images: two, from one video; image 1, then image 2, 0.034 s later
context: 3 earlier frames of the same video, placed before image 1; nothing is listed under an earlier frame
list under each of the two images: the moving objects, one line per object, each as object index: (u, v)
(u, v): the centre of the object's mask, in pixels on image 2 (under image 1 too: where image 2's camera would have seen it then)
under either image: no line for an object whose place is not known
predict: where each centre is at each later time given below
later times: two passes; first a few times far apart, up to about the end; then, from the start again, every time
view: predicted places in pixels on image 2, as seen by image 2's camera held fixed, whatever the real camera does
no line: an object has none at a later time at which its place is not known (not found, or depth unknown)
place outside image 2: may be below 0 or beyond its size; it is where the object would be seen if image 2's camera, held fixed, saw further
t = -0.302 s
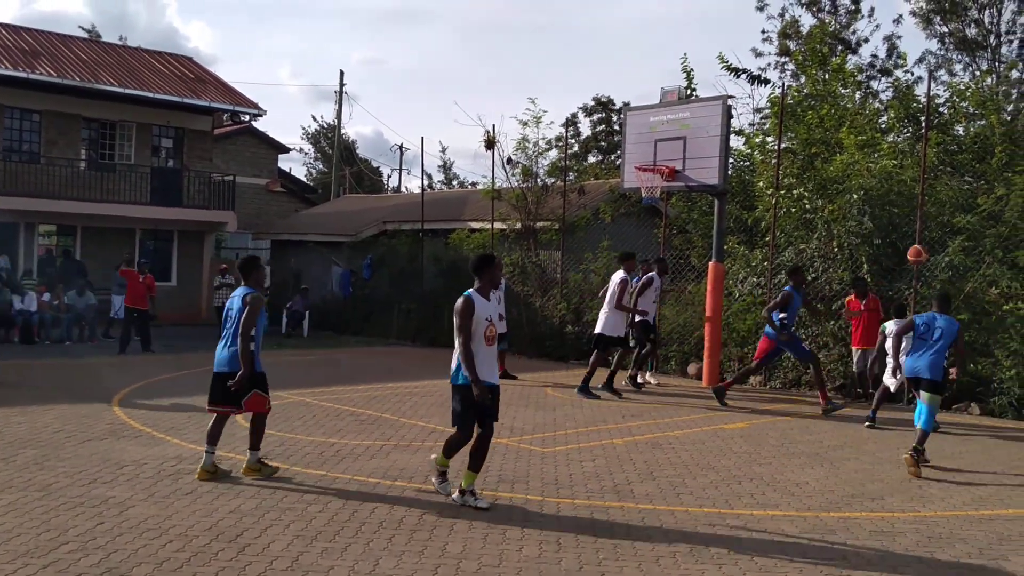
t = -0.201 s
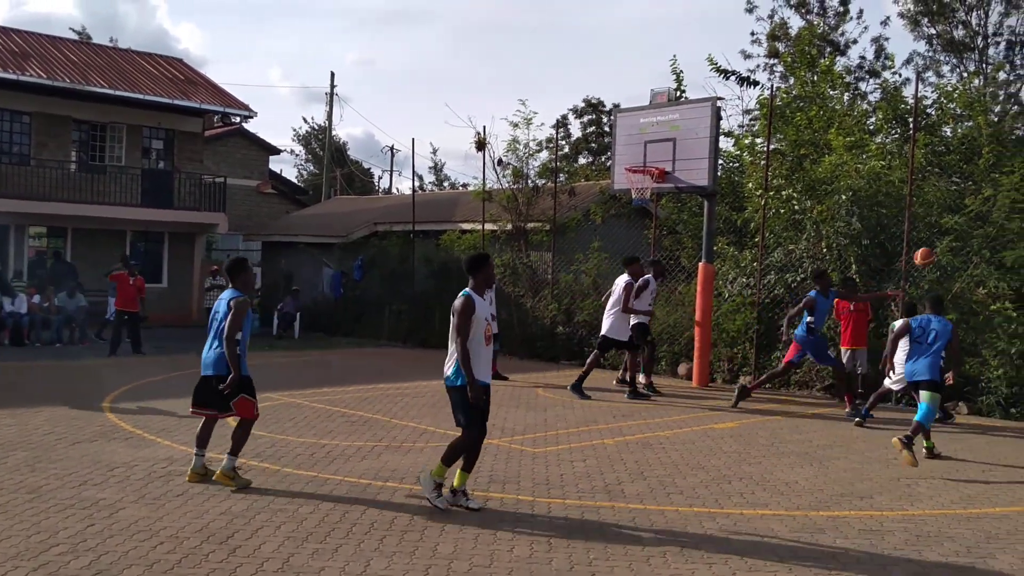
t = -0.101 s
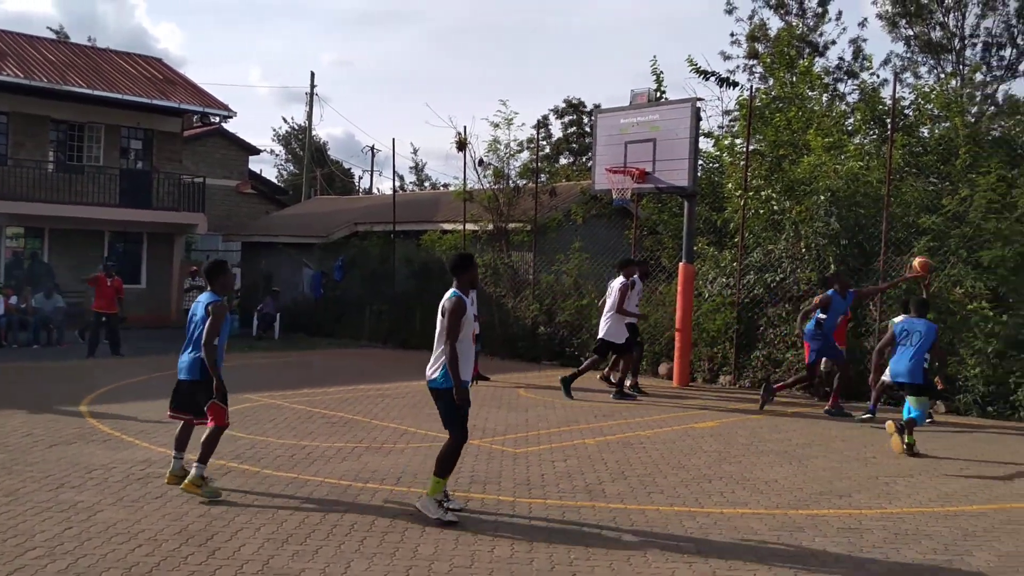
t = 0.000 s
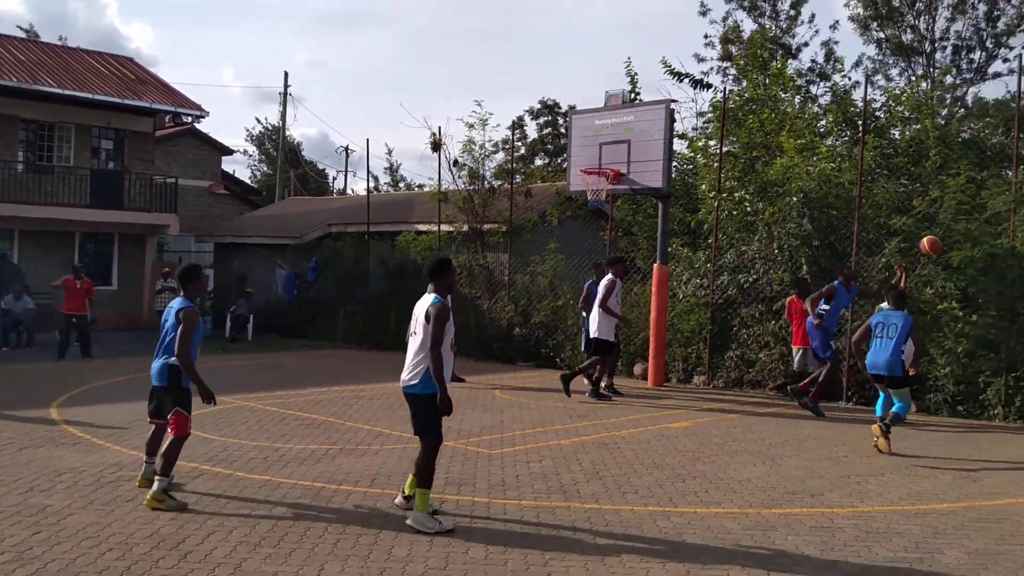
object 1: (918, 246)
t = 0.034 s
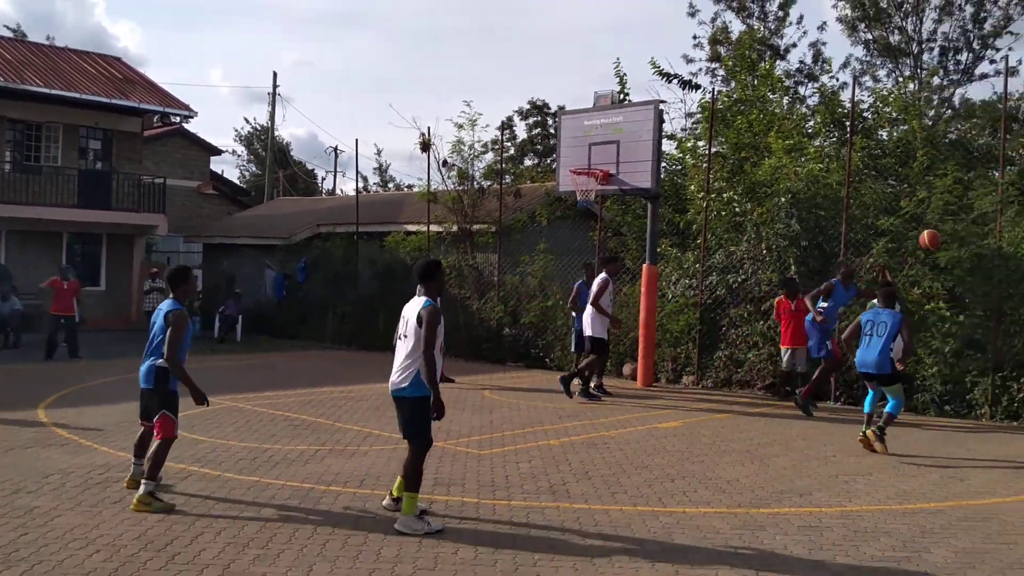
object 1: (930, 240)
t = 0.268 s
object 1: (1021, 218)
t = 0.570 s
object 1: (1158, 264)
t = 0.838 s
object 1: (1305, 402)
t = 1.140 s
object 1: (1465, 383)
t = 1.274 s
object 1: (1520, 338)
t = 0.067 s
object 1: (942, 234)
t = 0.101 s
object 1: (954, 229)
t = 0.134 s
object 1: (967, 224)
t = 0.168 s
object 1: (981, 221)
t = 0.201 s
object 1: (994, 219)
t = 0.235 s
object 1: (1007, 218)
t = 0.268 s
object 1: (1021, 218)
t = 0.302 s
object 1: (1035, 219)
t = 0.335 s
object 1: (1049, 220)
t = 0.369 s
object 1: (1063, 223)
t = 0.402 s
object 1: (1077, 227)
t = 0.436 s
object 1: (1093, 231)
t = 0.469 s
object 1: (1110, 237)
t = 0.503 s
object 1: (1125, 245)
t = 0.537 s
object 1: (1141, 254)
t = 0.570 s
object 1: (1158, 264)
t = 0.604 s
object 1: (1175, 276)
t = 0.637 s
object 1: (1192, 289)
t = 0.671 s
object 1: (1211, 304)
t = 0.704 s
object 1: (1229, 321)
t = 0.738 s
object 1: (1247, 338)
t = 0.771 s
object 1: (1267, 358)
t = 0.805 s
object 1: (1286, 379)
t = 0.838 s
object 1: (1305, 402)
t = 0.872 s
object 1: (1325, 427)
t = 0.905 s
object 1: (1347, 454)
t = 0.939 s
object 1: (1368, 480)
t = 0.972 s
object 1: (1384, 463)
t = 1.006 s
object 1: (1399, 445)
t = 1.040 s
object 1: (1414, 428)
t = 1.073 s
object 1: (1431, 413)
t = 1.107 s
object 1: (1448, 397)
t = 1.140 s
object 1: (1465, 383)
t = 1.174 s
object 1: (1483, 370)
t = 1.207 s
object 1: (1500, 357)
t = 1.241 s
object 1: (1513, 347)
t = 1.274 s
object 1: (1520, 338)
